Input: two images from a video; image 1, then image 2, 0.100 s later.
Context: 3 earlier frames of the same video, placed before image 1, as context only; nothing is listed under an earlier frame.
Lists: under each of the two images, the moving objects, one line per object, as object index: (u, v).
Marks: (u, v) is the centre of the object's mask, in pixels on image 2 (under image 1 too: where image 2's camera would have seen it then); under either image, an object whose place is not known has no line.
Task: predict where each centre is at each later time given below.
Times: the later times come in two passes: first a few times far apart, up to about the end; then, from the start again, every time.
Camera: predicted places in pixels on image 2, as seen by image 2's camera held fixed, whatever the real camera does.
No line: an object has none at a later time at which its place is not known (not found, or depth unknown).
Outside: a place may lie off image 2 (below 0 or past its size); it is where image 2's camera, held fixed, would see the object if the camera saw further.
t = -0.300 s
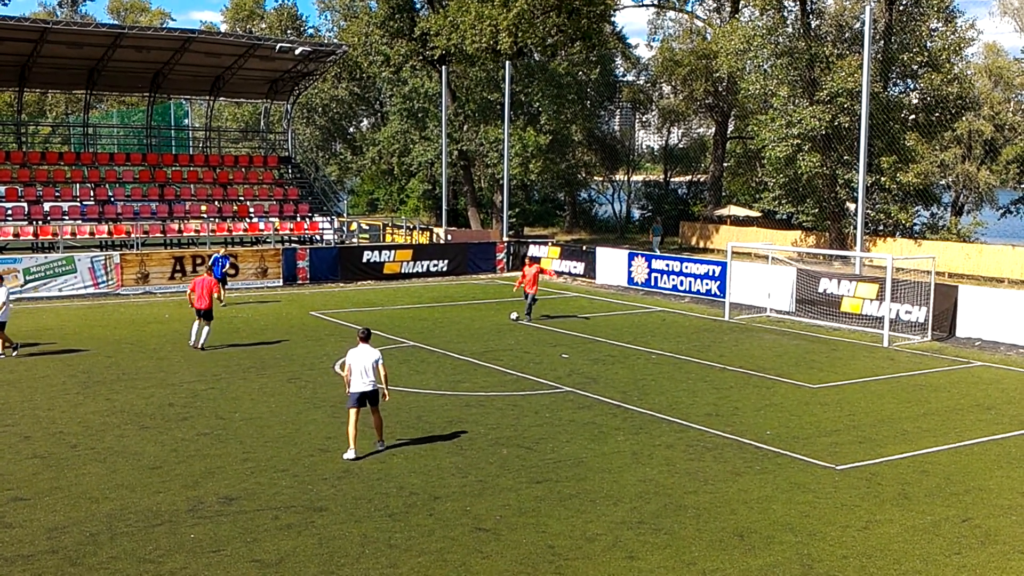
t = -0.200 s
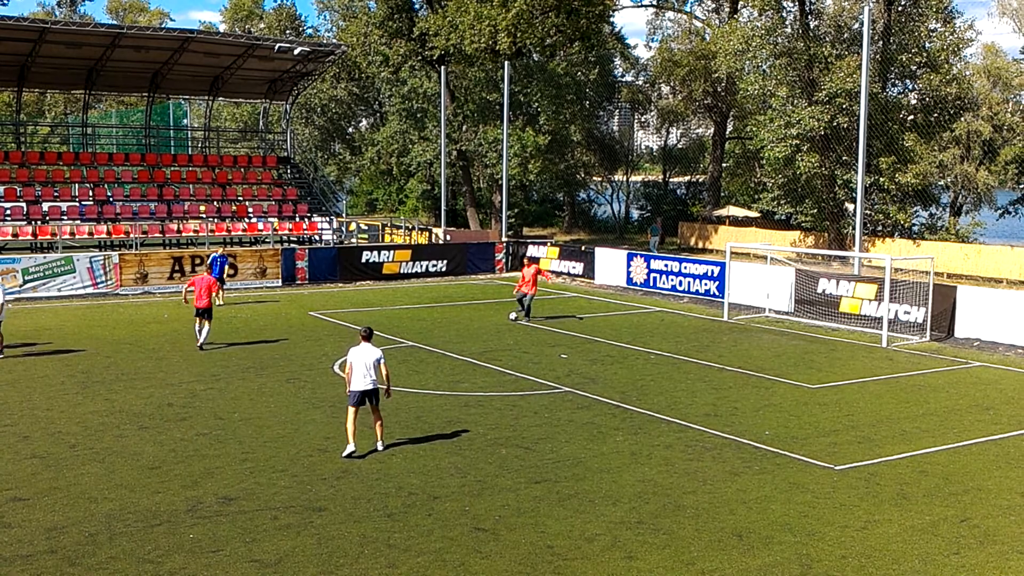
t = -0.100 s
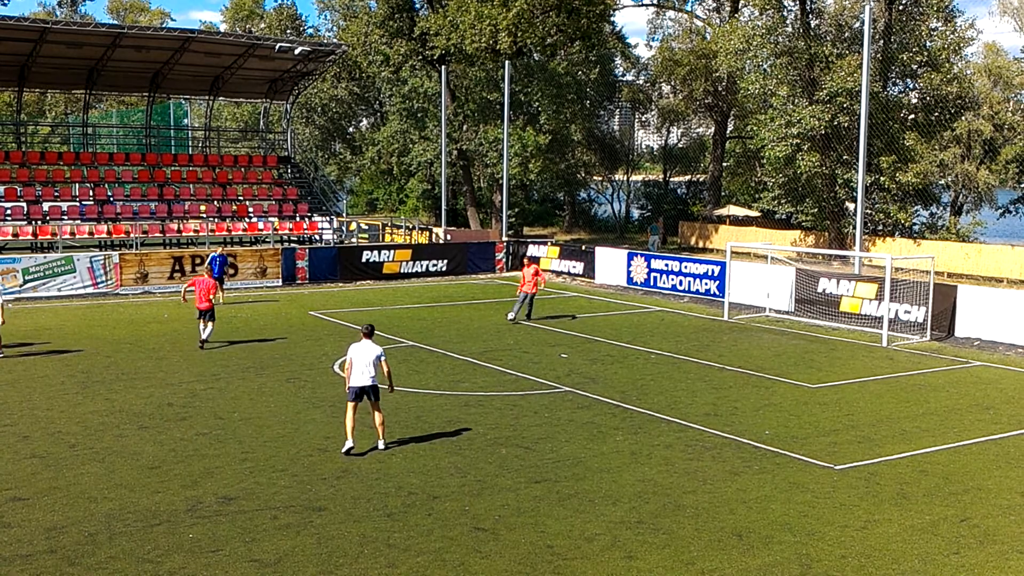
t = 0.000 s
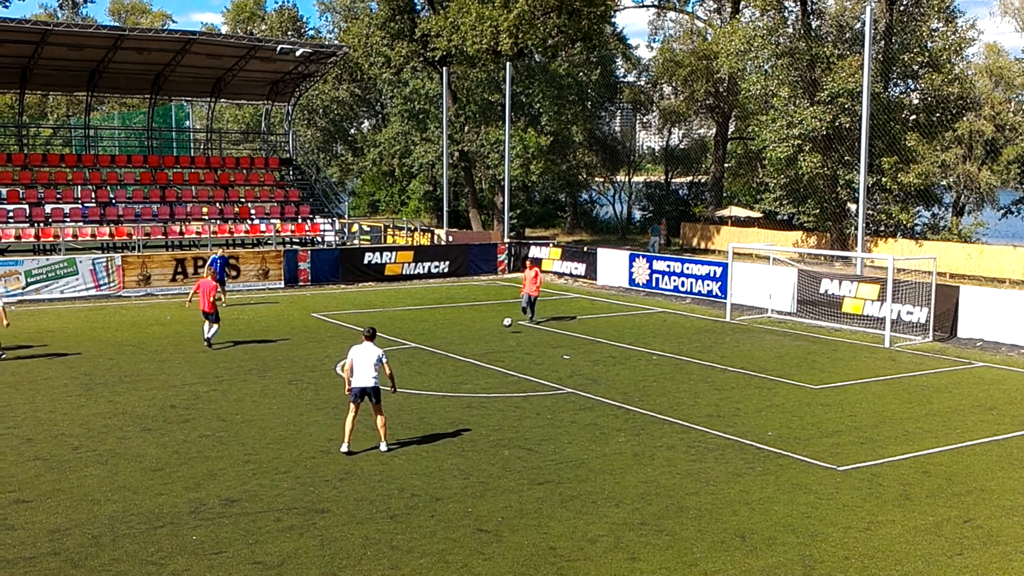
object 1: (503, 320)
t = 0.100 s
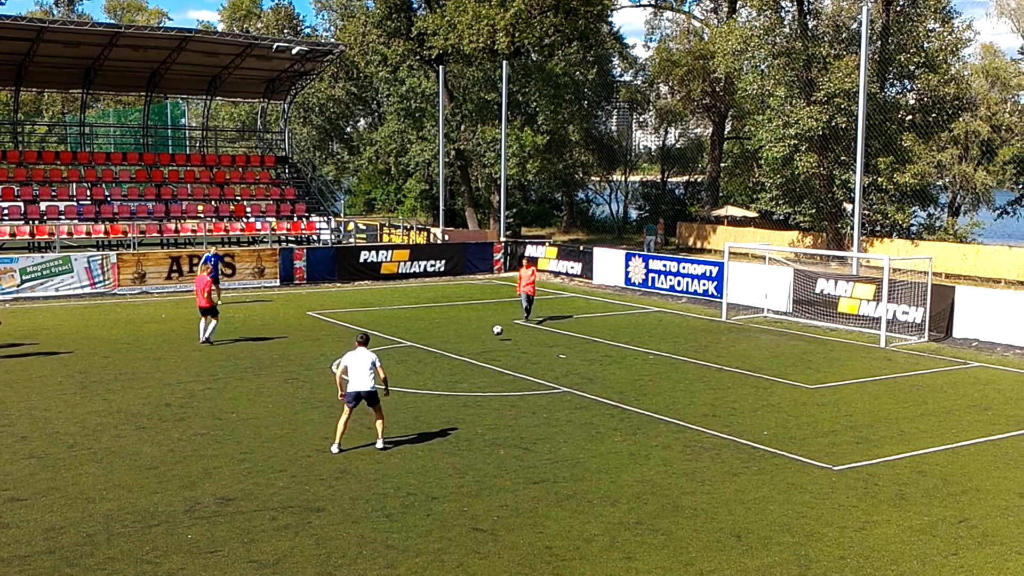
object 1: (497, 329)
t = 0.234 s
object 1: (490, 344)
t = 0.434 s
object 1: (483, 355)
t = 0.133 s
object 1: (495, 333)
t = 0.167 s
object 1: (493, 338)
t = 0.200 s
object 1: (492, 344)
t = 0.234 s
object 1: (490, 344)
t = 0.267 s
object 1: (489, 345)
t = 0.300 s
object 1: (488, 345)
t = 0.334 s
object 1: (486, 346)
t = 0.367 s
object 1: (485, 349)
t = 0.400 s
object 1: (484, 352)
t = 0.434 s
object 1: (483, 355)
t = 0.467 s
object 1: (481, 359)
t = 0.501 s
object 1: (480, 365)
